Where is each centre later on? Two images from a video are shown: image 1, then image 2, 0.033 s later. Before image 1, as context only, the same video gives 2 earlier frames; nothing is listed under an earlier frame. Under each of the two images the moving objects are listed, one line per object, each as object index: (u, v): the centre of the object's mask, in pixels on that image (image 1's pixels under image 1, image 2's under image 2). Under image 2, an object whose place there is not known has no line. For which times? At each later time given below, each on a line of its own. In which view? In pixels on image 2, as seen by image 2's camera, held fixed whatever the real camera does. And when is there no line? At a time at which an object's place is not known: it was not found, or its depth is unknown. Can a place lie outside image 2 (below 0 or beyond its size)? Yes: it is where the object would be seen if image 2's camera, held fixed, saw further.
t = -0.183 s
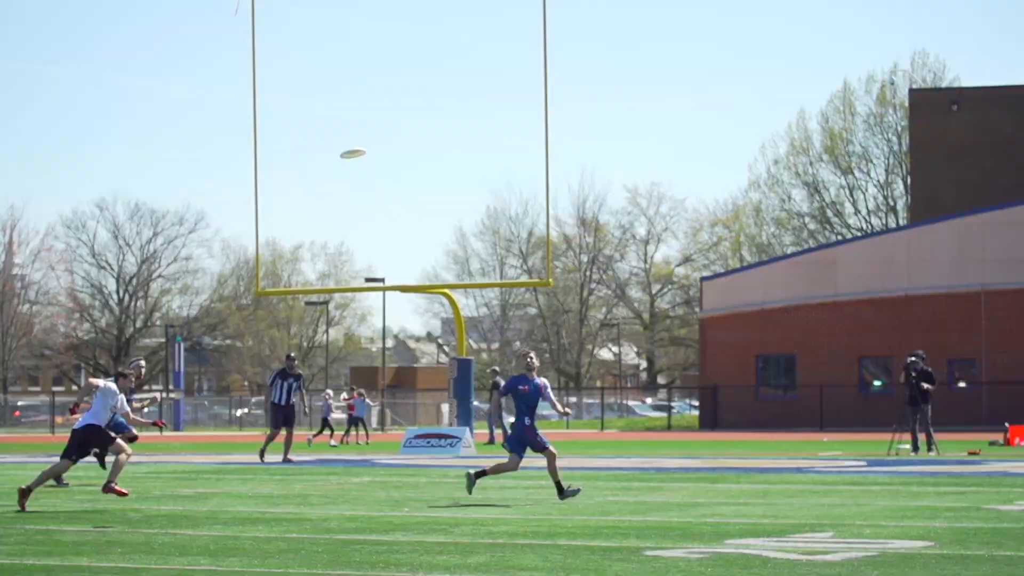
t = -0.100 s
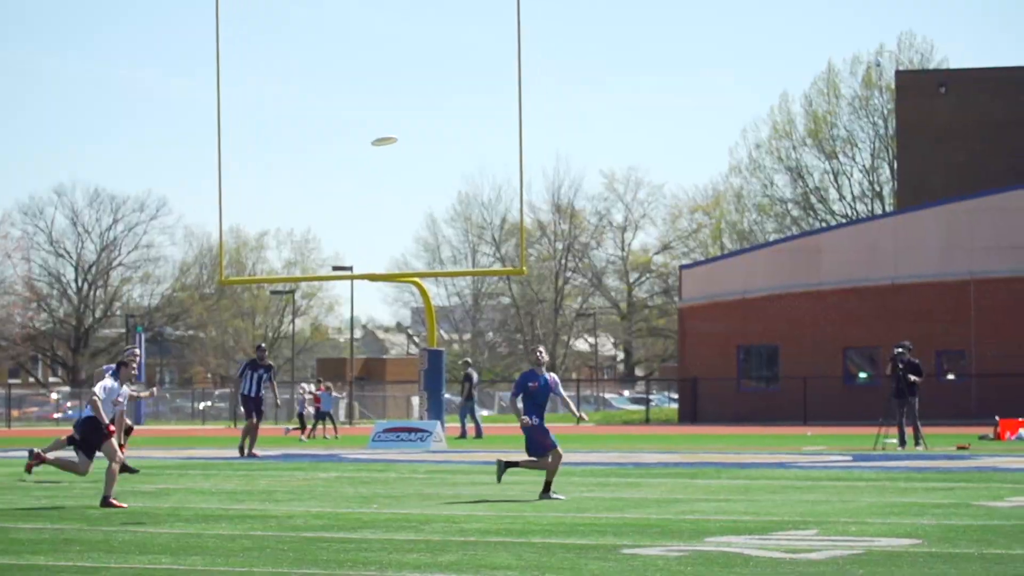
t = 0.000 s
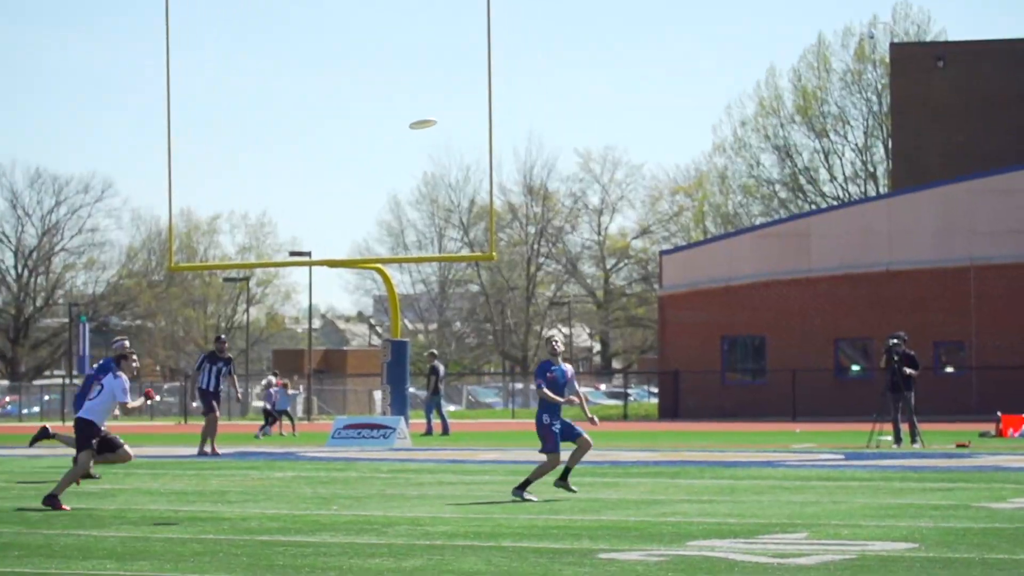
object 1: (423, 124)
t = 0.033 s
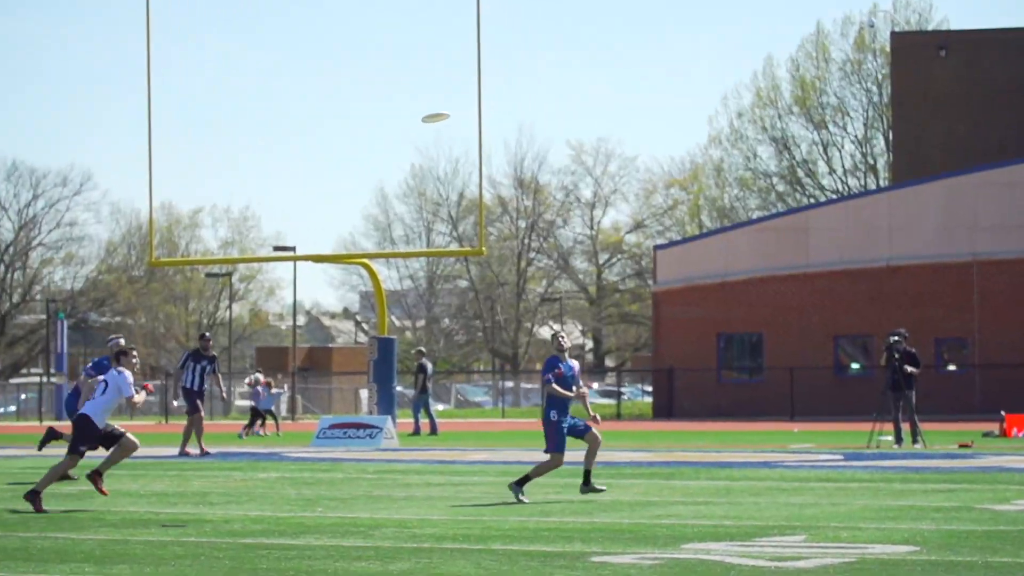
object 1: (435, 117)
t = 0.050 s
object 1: (449, 119)
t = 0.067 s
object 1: (461, 121)
